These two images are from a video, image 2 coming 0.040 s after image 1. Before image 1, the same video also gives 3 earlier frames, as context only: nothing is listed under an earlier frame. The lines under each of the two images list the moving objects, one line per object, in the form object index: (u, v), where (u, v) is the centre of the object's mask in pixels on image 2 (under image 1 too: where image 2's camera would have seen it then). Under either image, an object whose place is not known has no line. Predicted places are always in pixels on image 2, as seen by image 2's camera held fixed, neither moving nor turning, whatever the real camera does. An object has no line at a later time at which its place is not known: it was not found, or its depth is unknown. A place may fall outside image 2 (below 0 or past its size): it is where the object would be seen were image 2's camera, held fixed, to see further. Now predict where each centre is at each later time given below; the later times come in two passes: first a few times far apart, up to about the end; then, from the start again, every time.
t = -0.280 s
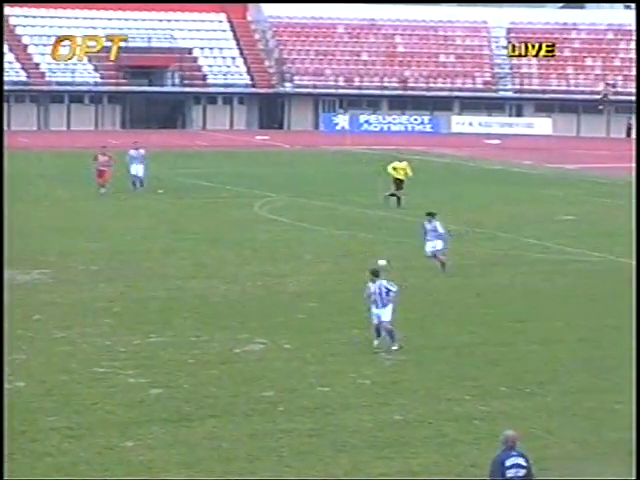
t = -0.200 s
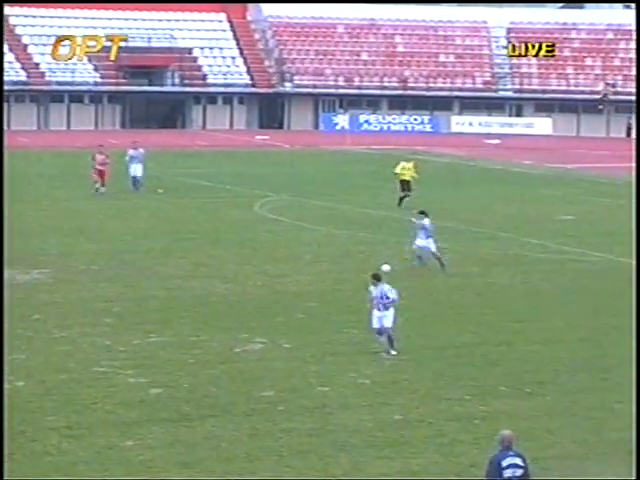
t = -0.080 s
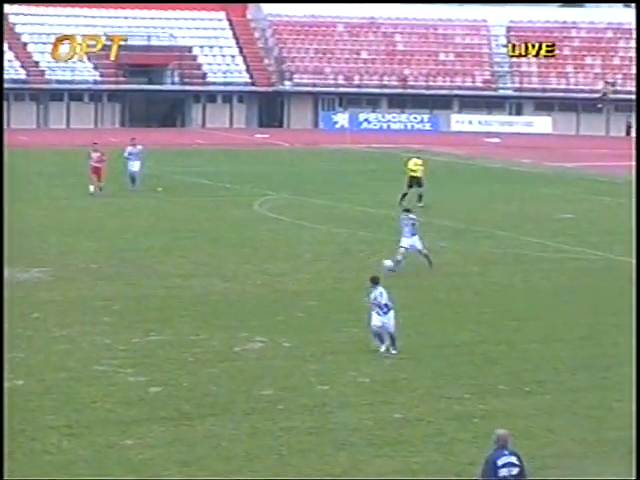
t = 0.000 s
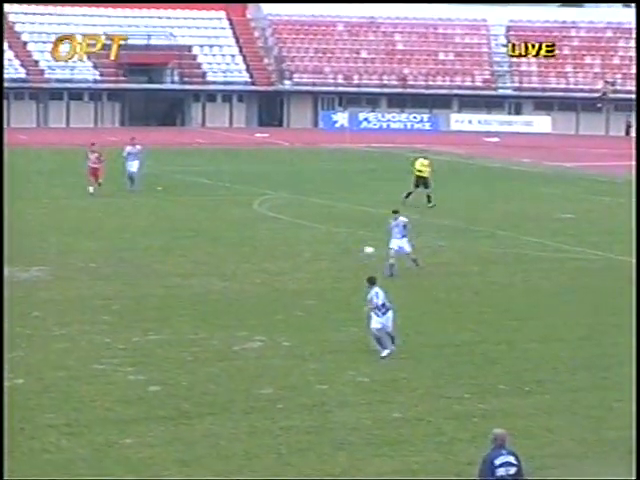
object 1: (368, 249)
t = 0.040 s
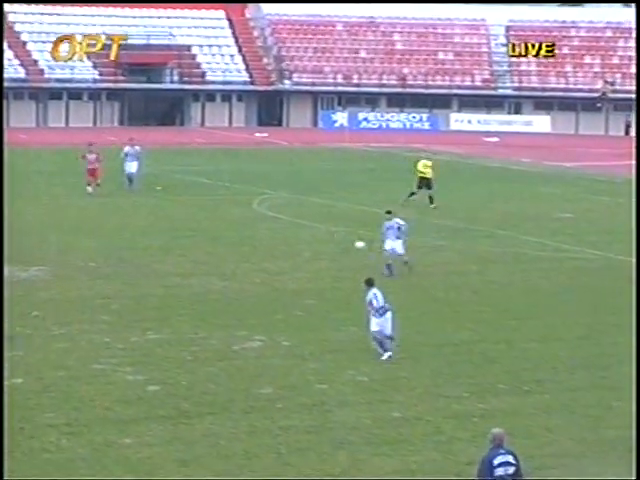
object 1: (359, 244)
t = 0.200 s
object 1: (323, 230)
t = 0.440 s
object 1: (268, 230)
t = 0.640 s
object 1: (222, 248)
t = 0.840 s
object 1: (179, 274)
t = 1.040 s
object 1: (157, 259)
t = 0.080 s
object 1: (350, 240)
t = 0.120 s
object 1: (341, 236)
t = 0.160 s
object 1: (332, 233)
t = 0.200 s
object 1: (323, 230)
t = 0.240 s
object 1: (313, 229)
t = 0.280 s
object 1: (304, 228)
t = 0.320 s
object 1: (296, 227)
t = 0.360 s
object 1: (286, 228)
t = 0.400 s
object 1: (278, 228)
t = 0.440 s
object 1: (268, 230)
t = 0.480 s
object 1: (260, 232)
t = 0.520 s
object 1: (250, 235)
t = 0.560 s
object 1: (241, 238)
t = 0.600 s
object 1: (232, 243)
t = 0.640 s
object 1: (222, 248)
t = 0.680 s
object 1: (212, 253)
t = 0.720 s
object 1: (204, 260)
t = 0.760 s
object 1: (195, 267)
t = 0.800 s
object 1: (186, 275)
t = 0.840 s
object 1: (179, 274)
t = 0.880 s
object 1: (175, 269)
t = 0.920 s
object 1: (171, 266)
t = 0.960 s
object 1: (166, 263)
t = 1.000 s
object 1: (161, 260)
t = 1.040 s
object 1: (157, 259)
